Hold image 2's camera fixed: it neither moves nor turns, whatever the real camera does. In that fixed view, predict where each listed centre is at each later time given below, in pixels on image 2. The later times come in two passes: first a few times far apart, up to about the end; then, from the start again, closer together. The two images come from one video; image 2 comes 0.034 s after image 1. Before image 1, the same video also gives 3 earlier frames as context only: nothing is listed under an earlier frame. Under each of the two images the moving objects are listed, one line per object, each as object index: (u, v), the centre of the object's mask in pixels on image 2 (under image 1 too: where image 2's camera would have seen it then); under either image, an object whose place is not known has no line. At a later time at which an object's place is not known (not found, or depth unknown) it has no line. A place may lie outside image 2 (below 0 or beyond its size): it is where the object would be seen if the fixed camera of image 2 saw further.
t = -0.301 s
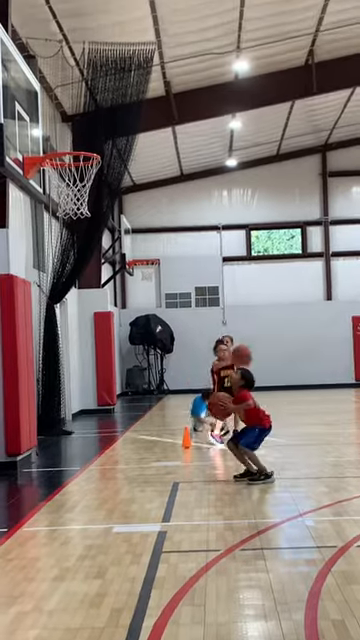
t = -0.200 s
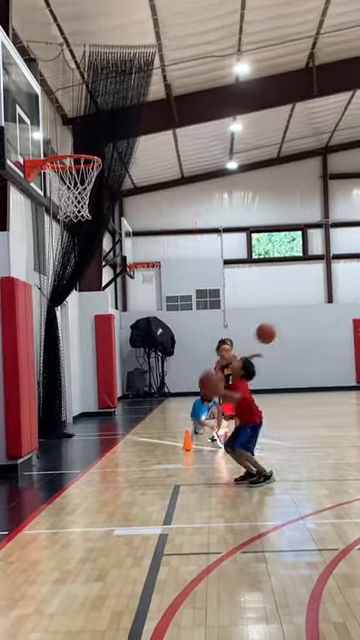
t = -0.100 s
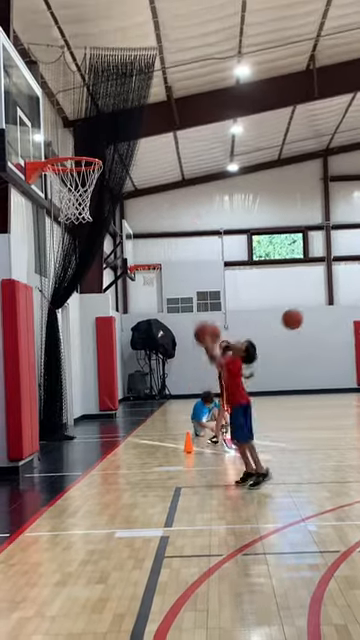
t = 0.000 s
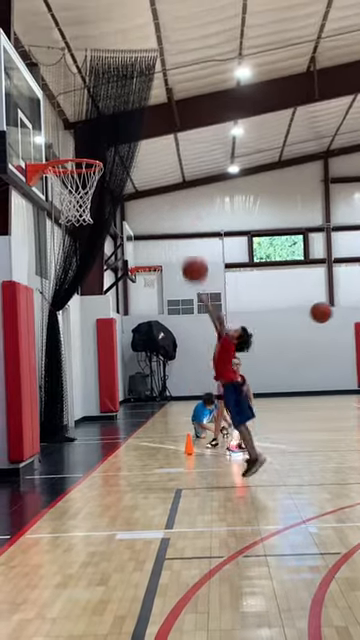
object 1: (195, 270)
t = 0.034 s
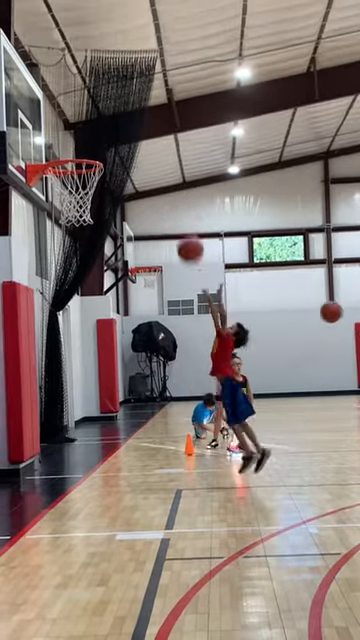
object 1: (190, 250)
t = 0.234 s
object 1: (162, 154)
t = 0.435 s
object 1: (137, 102)
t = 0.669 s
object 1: (110, 100)
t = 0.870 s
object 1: (90, 146)
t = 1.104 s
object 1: (70, 260)
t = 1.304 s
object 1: (52, 404)
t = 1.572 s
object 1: (41, 381)
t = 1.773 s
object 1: (37, 297)
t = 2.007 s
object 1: (35, 259)
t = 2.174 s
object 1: (37, 271)
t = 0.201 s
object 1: (166, 166)
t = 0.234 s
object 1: (162, 154)
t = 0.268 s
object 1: (158, 140)
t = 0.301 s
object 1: (154, 130)
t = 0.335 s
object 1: (149, 123)
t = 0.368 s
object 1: (145, 115)
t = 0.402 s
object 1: (141, 108)
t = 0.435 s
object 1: (137, 102)
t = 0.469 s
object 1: (131, 97)
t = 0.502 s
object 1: (128, 95)
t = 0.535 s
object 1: (126, 93)
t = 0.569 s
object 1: (123, 93)
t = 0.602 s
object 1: (120, 94)
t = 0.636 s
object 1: (115, 96)
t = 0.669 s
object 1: (110, 100)
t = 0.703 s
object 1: (107, 105)
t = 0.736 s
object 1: (104, 111)
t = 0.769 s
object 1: (101, 118)
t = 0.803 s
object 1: (97, 127)
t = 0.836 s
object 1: (93, 136)
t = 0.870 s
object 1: (90, 146)
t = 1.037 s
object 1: (75, 227)
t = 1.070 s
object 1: (73, 240)
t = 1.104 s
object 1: (70, 260)
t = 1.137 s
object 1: (66, 280)
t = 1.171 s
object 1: (63, 300)
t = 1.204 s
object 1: (60, 325)
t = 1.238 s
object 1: (57, 351)
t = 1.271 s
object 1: (54, 376)
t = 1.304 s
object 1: (52, 404)
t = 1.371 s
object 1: (46, 460)
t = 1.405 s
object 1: (43, 487)
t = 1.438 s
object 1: (43, 463)
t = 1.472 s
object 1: (42, 442)
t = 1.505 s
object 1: (42, 420)
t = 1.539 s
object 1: (41, 400)
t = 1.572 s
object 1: (41, 381)
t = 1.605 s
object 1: (40, 364)
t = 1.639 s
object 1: (39, 348)
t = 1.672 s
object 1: (39, 333)
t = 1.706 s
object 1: (38, 320)
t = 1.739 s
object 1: (37, 307)
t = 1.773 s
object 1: (37, 297)
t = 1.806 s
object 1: (37, 288)
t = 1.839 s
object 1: (36, 280)
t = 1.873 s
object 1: (36, 273)
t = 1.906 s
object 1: (36, 268)
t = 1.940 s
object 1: (36, 264)
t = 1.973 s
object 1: (36, 261)
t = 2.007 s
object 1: (35, 259)
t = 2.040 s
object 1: (36, 259)
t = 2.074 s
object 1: (36, 260)
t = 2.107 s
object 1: (36, 262)
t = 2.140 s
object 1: (36, 266)
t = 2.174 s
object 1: (37, 271)
